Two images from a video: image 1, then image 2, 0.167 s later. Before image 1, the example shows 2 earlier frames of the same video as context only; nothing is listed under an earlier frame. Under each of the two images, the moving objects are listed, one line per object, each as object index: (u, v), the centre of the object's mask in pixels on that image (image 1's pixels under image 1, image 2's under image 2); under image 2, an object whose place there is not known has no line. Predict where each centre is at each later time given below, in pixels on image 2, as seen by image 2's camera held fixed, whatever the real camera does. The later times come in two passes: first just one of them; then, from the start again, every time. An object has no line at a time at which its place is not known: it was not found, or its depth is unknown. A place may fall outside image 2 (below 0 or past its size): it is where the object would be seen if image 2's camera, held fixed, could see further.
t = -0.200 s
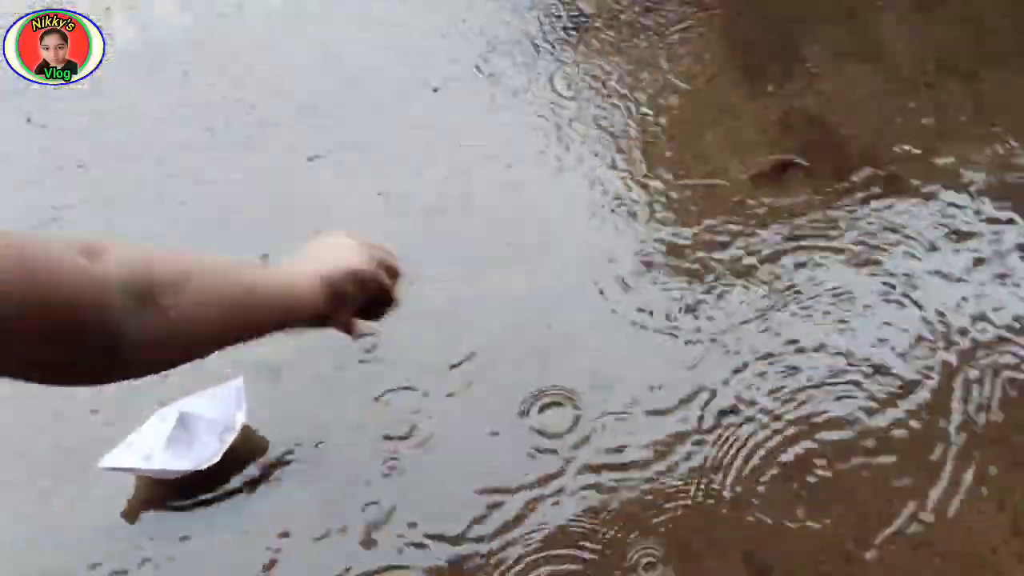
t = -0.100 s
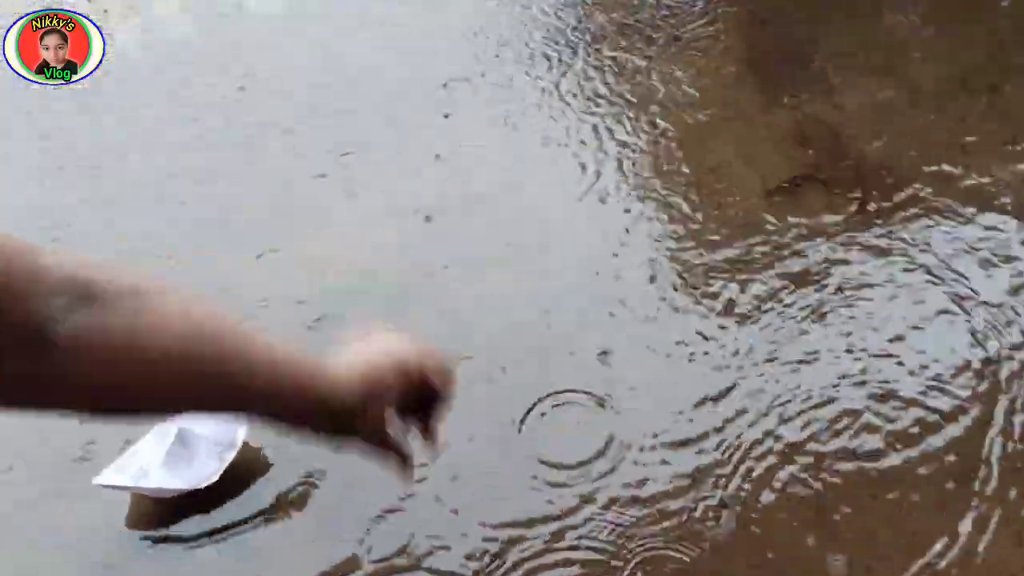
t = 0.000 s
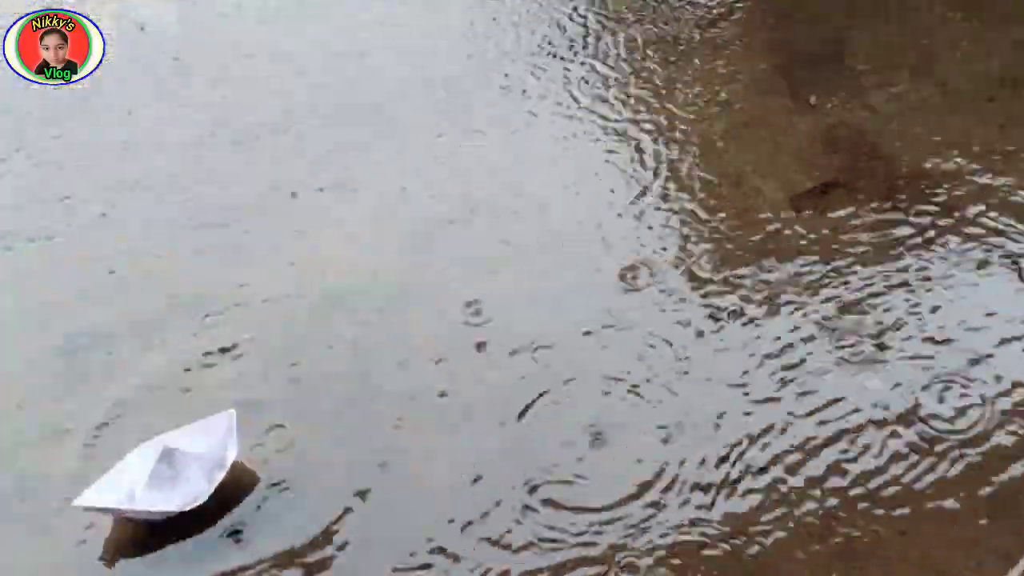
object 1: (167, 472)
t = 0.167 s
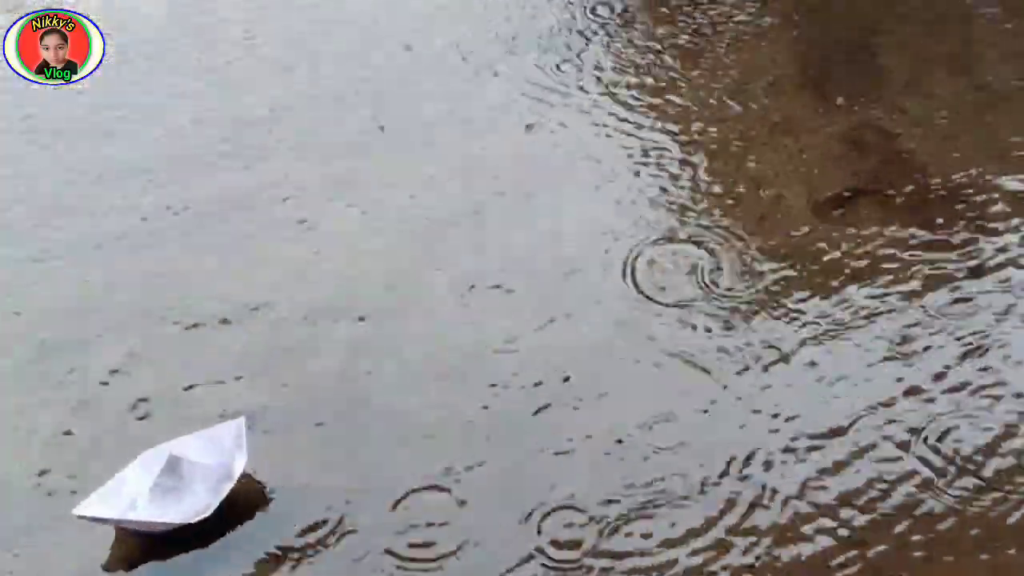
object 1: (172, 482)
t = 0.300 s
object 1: (198, 472)
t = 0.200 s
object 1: (181, 479)
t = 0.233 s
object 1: (182, 478)
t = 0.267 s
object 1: (189, 476)
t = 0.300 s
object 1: (198, 472)
